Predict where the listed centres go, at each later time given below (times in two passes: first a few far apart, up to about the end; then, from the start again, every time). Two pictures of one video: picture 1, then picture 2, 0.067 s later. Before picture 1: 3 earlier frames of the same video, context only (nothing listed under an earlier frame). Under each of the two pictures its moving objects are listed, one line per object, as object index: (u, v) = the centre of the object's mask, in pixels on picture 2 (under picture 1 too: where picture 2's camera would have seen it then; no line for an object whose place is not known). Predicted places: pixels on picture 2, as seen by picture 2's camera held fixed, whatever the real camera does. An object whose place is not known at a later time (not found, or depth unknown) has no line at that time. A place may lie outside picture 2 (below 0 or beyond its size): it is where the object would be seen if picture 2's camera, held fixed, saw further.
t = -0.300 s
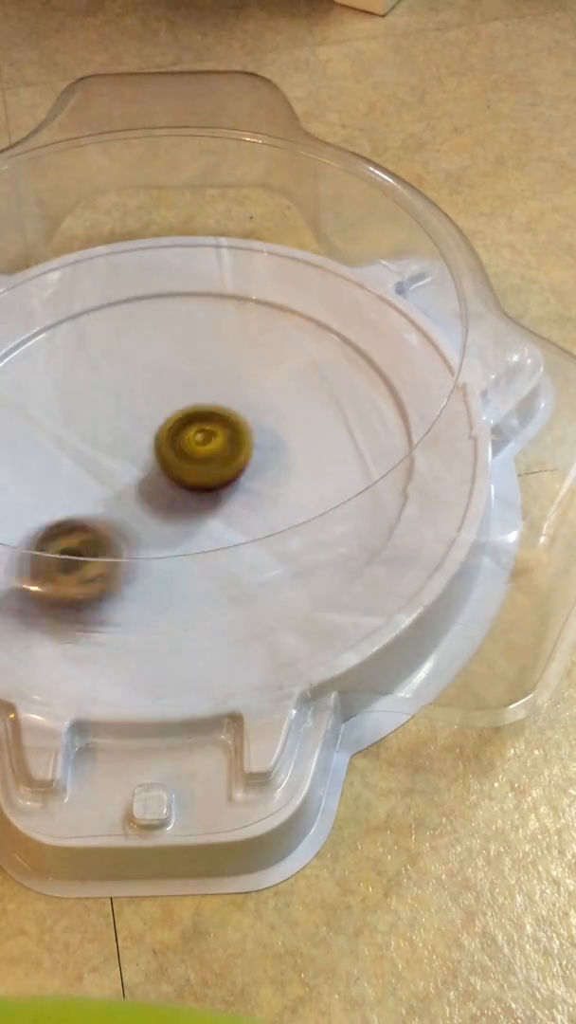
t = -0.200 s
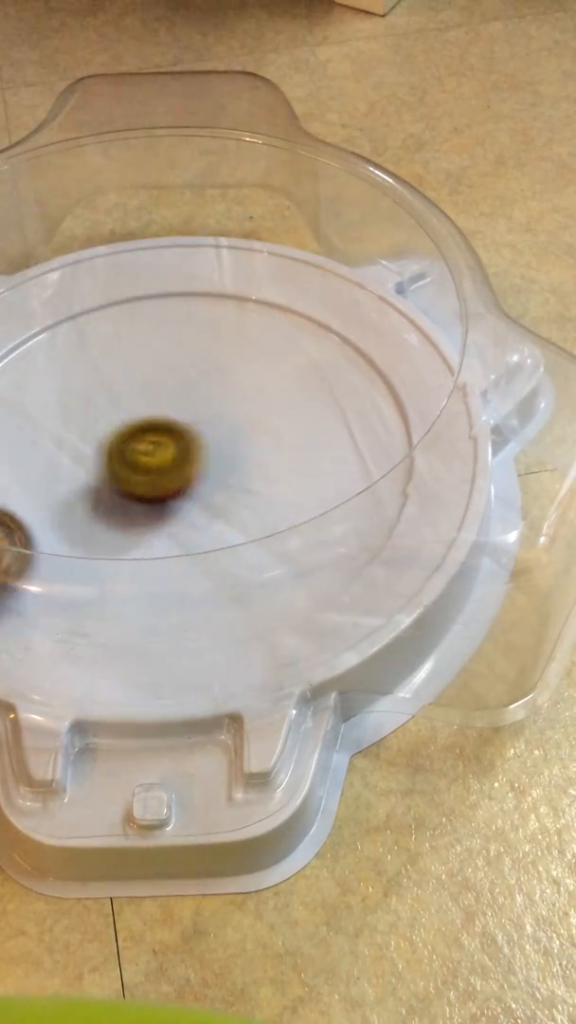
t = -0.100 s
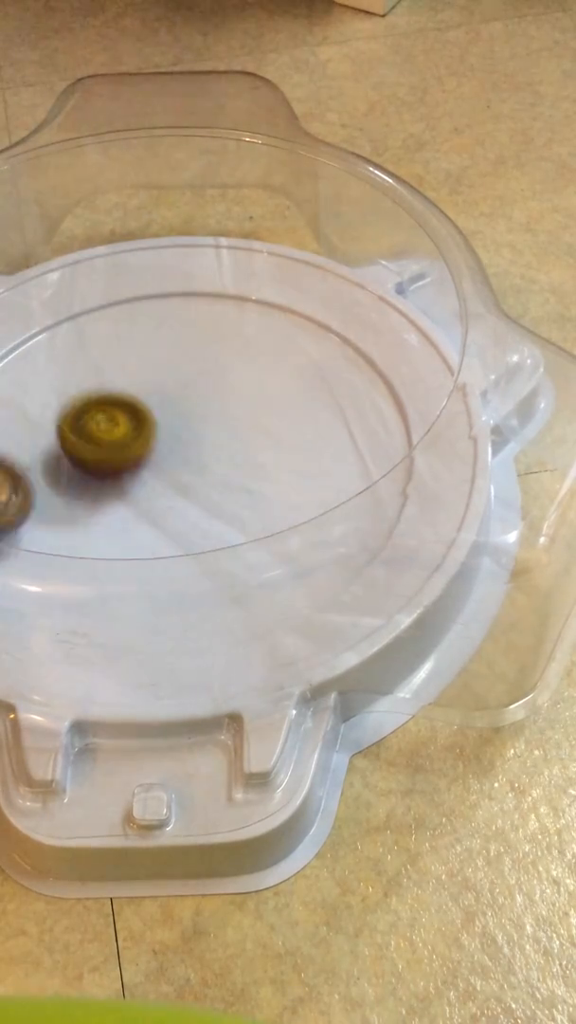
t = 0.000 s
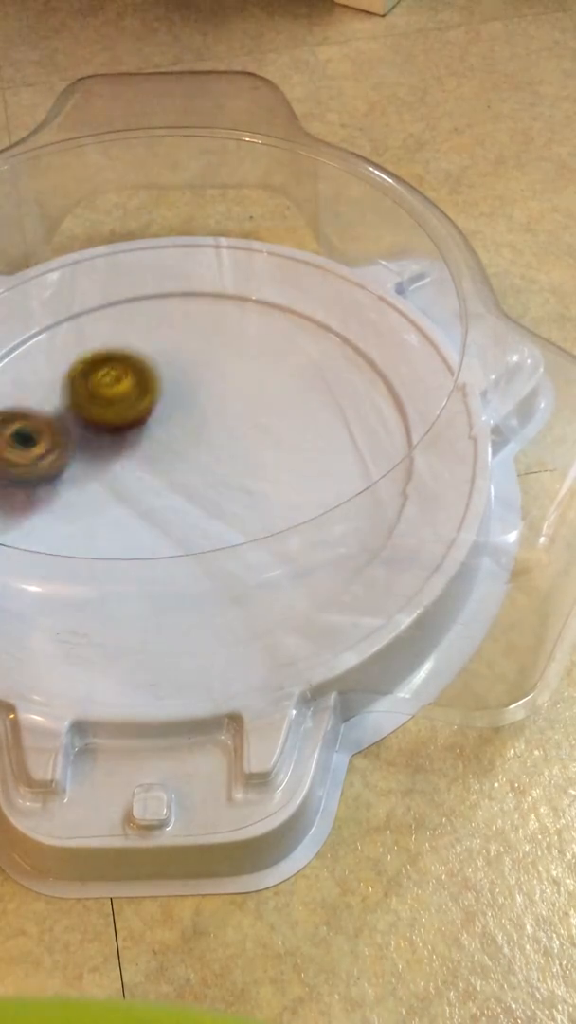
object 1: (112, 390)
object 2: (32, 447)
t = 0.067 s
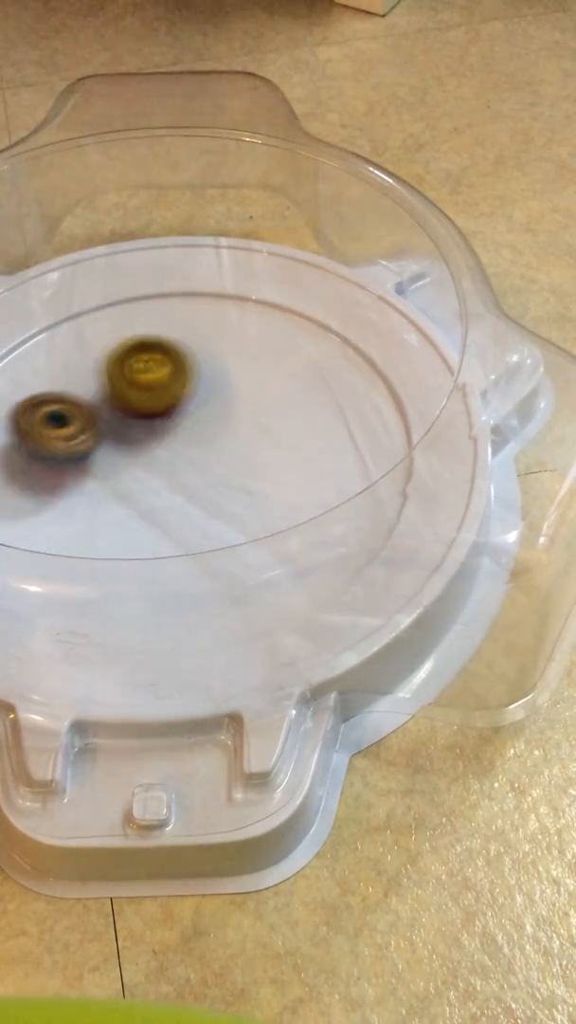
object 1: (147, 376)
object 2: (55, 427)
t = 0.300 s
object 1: (242, 470)
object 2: (158, 428)
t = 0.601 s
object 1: (44, 495)
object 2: (264, 443)
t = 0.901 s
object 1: (218, 355)
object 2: (298, 444)
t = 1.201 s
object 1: (362, 444)
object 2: (240, 464)
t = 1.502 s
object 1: (114, 513)
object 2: (103, 427)
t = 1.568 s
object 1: (88, 488)
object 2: (77, 414)
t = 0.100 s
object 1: (168, 377)
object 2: (72, 423)
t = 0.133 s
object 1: (189, 382)
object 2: (89, 421)
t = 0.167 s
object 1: (206, 394)
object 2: (103, 421)
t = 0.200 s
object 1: (219, 410)
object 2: (118, 422)
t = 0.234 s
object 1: (228, 429)
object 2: (133, 424)
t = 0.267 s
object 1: (238, 449)
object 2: (143, 426)
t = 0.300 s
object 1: (242, 470)
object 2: (158, 428)
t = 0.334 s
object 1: (238, 493)
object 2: (171, 430)
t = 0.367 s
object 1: (226, 508)
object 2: (186, 432)
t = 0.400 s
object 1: (207, 528)
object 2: (199, 434)
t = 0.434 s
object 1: (175, 543)
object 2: (212, 435)
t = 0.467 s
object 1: (142, 550)
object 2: (225, 438)
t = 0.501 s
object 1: (109, 547)
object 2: (236, 439)
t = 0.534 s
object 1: (76, 536)
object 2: (246, 441)
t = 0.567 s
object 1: (54, 516)
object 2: (256, 442)
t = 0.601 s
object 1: (44, 495)
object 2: (264, 443)
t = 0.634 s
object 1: (41, 474)
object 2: (273, 444)
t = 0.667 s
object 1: (45, 448)
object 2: (280, 444)
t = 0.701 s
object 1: (56, 426)
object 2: (286, 444)
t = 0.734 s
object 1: (77, 403)
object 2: (291, 444)
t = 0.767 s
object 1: (102, 386)
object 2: (294, 444)
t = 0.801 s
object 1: (130, 372)
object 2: (297, 444)
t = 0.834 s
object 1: (160, 362)
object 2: (299, 444)
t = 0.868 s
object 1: (188, 357)
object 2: (299, 444)
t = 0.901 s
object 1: (218, 355)
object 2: (298, 444)
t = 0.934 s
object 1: (244, 357)
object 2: (296, 444)
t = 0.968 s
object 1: (270, 361)
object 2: (293, 443)
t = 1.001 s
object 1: (294, 368)
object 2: (288, 445)
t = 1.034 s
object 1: (317, 372)
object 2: (282, 451)
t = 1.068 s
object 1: (335, 378)
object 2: (273, 458)
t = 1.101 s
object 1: (353, 389)
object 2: (266, 460)
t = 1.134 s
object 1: (365, 403)
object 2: (258, 462)
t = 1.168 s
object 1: (369, 424)
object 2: (249, 463)
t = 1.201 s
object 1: (362, 444)
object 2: (240, 464)
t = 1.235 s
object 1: (347, 467)
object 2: (230, 465)
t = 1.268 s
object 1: (322, 487)
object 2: (218, 466)
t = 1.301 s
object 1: (284, 503)
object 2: (206, 466)
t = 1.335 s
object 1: (255, 517)
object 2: (184, 462)
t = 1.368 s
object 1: (224, 524)
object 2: (166, 459)
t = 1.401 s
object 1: (190, 524)
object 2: (149, 456)
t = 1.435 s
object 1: (158, 517)
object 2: (133, 448)
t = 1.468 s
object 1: (137, 517)
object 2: (116, 435)
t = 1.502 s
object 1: (114, 513)
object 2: (103, 427)
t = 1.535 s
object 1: (96, 502)
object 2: (91, 421)
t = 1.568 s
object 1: (88, 488)
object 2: (77, 414)
